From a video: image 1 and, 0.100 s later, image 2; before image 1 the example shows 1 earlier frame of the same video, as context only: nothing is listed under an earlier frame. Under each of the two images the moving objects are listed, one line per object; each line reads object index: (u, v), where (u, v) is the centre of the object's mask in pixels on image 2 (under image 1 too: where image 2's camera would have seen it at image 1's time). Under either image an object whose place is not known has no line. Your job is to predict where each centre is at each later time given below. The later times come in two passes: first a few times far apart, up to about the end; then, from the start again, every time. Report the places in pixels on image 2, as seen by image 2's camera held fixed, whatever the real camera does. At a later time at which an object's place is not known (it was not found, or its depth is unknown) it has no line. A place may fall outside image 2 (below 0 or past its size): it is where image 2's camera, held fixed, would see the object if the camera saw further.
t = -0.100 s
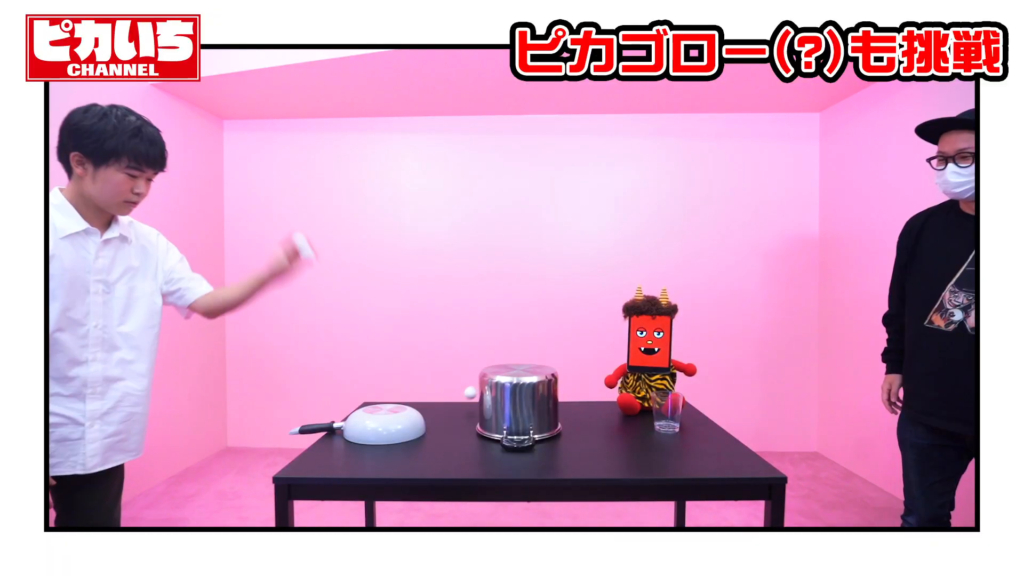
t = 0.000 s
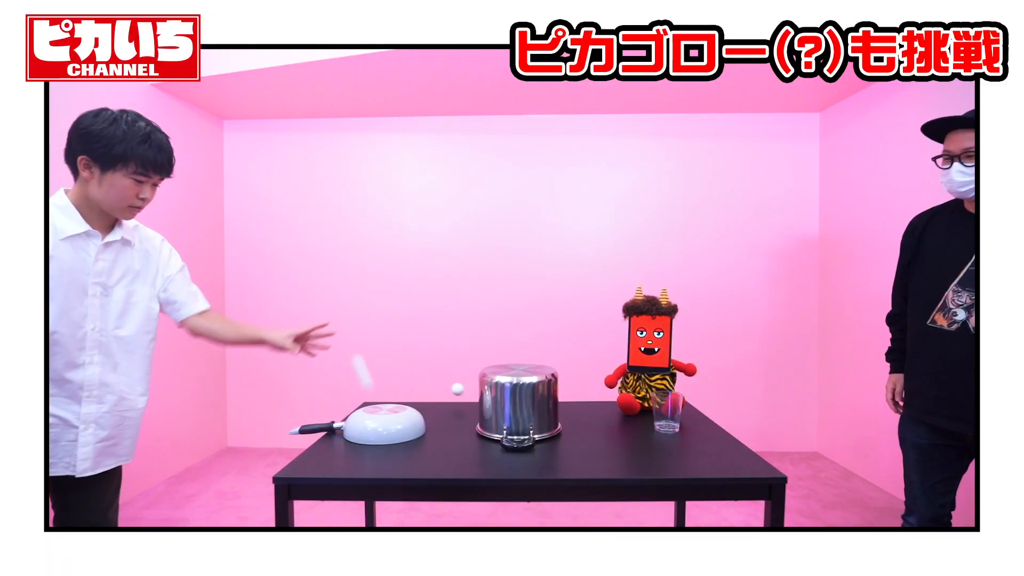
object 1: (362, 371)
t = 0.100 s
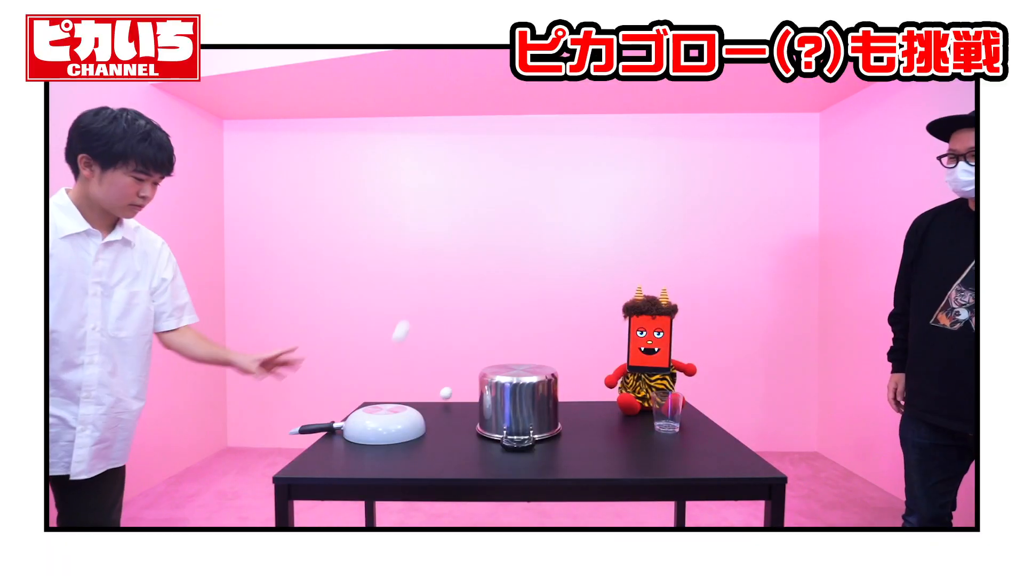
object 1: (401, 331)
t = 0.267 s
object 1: (457, 261)
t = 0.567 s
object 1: (553, 343)
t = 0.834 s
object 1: (632, 285)
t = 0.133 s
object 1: (412, 309)
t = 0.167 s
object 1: (423, 291)
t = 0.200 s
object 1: (435, 277)
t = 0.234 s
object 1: (446, 267)
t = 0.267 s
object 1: (457, 261)
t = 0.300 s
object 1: (468, 260)
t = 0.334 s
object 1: (479, 261)
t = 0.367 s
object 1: (490, 267)
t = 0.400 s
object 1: (501, 277)
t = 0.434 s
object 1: (512, 290)
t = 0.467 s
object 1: (523, 307)
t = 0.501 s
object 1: (533, 329)
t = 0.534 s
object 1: (543, 354)
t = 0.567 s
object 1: (553, 343)
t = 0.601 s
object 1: (564, 322)
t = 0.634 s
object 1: (574, 305)
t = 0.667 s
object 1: (584, 291)
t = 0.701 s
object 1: (594, 283)
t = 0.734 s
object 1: (604, 278)
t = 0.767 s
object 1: (613, 276)
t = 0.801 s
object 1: (623, 279)
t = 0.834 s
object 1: (632, 285)
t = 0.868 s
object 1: (643, 297)
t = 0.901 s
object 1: (651, 309)
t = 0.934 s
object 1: (660, 328)
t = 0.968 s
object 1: (670, 349)
